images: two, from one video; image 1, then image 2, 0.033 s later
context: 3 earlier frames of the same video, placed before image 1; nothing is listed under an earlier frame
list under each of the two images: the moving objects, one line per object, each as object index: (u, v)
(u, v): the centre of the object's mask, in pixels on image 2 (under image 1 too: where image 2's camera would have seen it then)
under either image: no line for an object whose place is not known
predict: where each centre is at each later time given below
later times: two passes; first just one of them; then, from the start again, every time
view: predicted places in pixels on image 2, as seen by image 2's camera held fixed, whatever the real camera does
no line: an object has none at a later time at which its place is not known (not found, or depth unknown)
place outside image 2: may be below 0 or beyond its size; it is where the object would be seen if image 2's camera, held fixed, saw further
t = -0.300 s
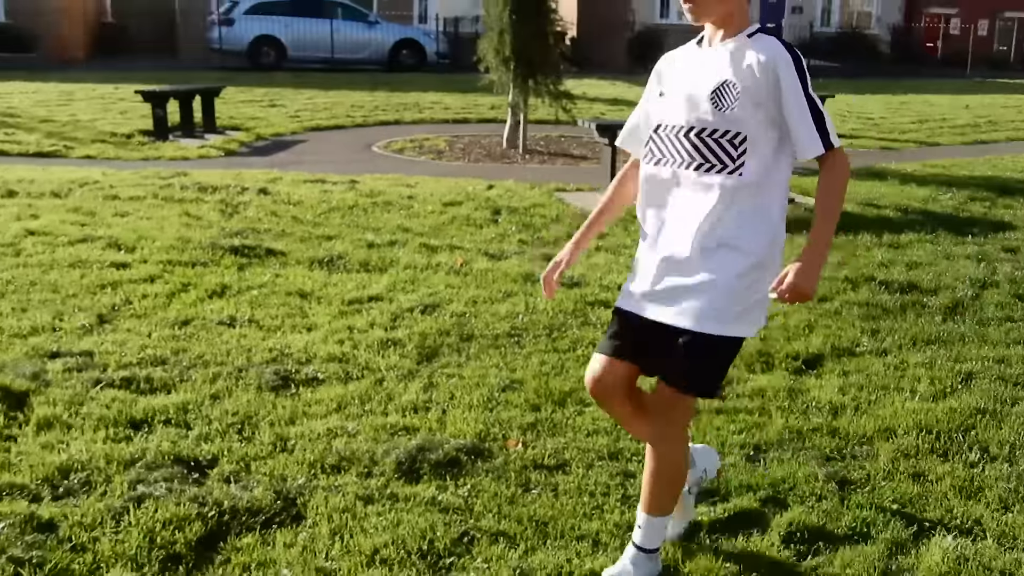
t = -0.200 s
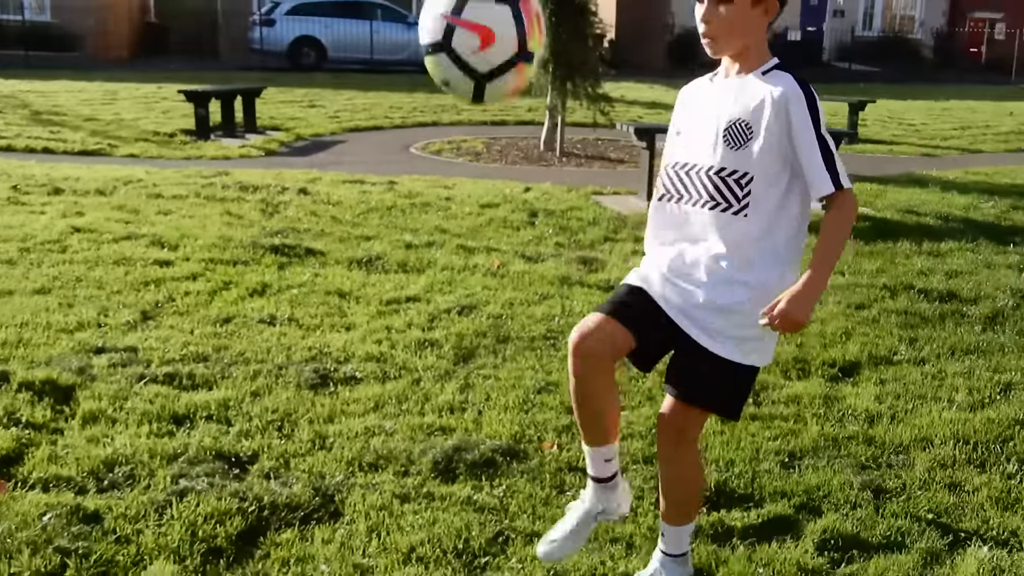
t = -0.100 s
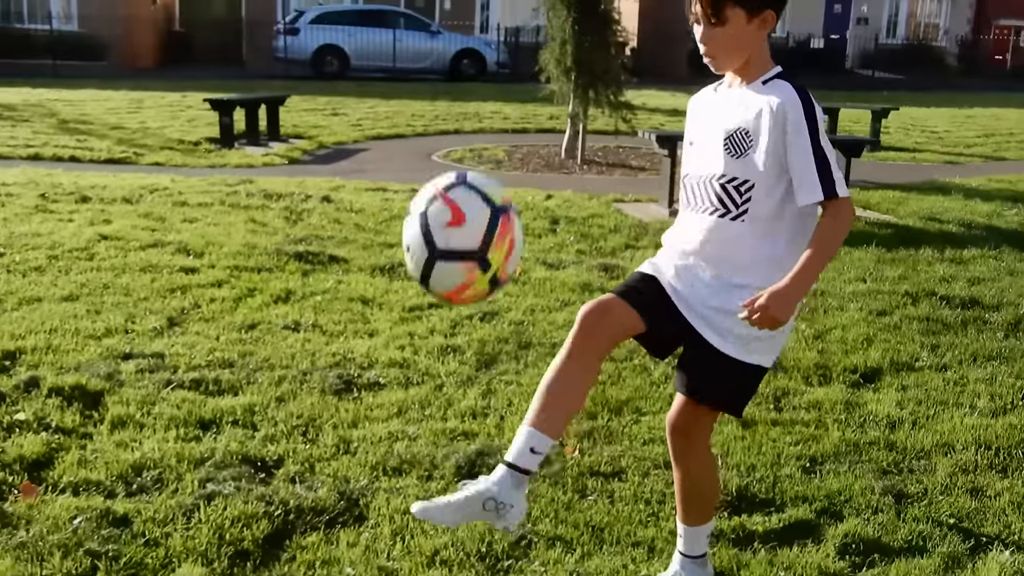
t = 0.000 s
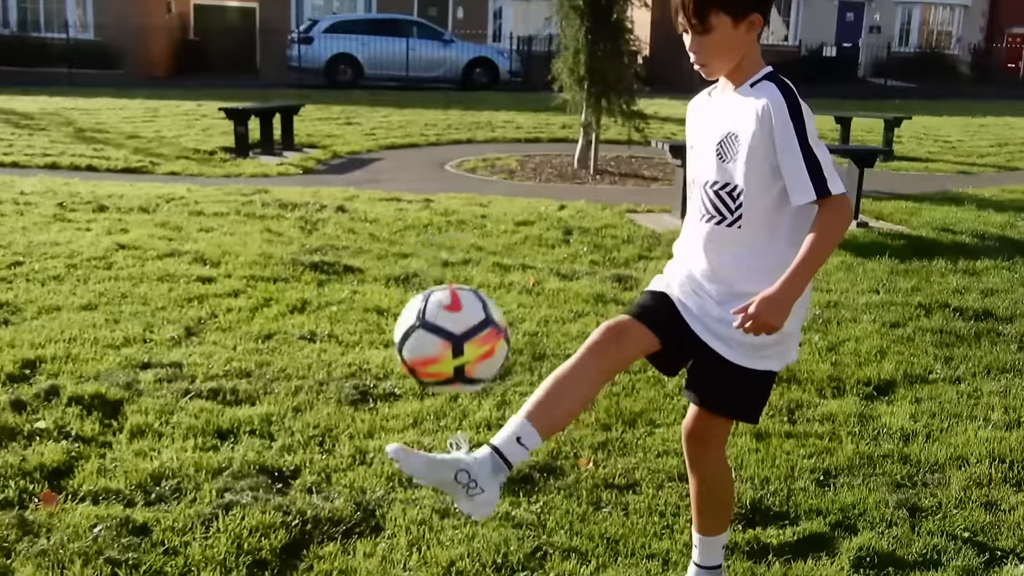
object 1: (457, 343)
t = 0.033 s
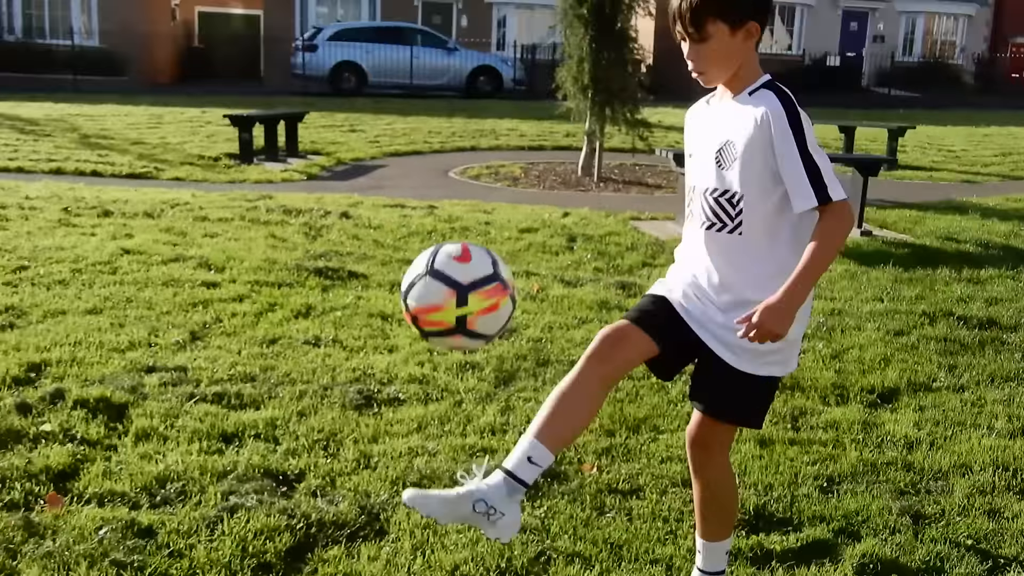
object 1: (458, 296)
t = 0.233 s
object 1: (476, 105)
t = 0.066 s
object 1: (460, 251)
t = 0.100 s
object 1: (463, 212)
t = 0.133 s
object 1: (466, 176)
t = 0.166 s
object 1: (469, 147)
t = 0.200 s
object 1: (473, 123)
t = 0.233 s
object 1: (476, 105)
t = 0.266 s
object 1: (479, 93)
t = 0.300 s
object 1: (481, 86)
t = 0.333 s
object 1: (483, 86)
